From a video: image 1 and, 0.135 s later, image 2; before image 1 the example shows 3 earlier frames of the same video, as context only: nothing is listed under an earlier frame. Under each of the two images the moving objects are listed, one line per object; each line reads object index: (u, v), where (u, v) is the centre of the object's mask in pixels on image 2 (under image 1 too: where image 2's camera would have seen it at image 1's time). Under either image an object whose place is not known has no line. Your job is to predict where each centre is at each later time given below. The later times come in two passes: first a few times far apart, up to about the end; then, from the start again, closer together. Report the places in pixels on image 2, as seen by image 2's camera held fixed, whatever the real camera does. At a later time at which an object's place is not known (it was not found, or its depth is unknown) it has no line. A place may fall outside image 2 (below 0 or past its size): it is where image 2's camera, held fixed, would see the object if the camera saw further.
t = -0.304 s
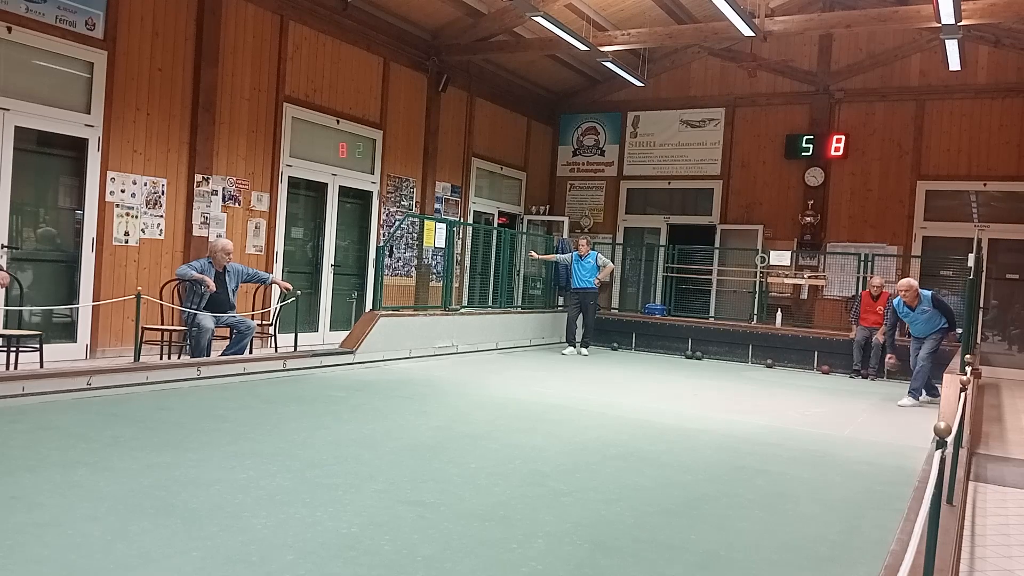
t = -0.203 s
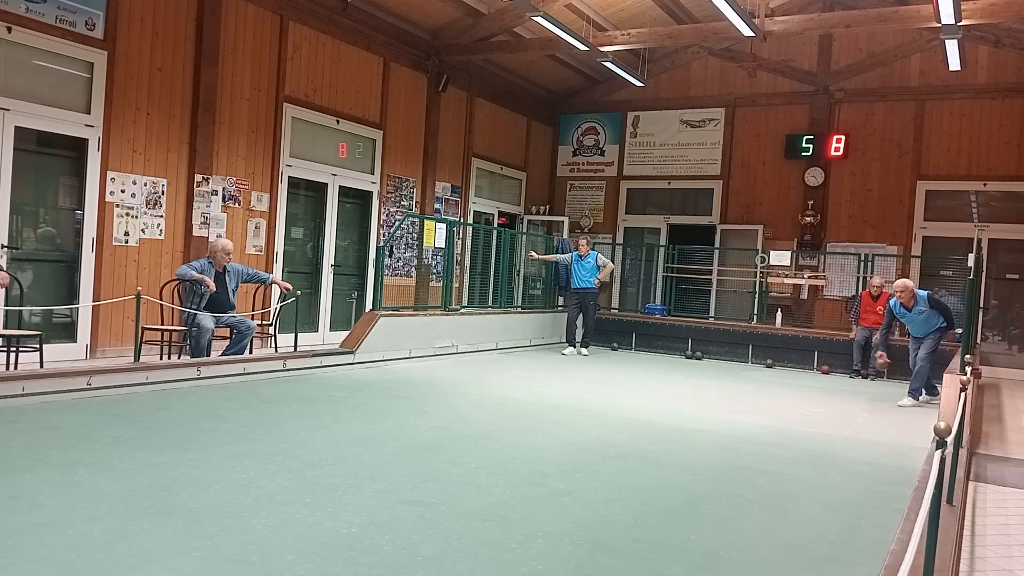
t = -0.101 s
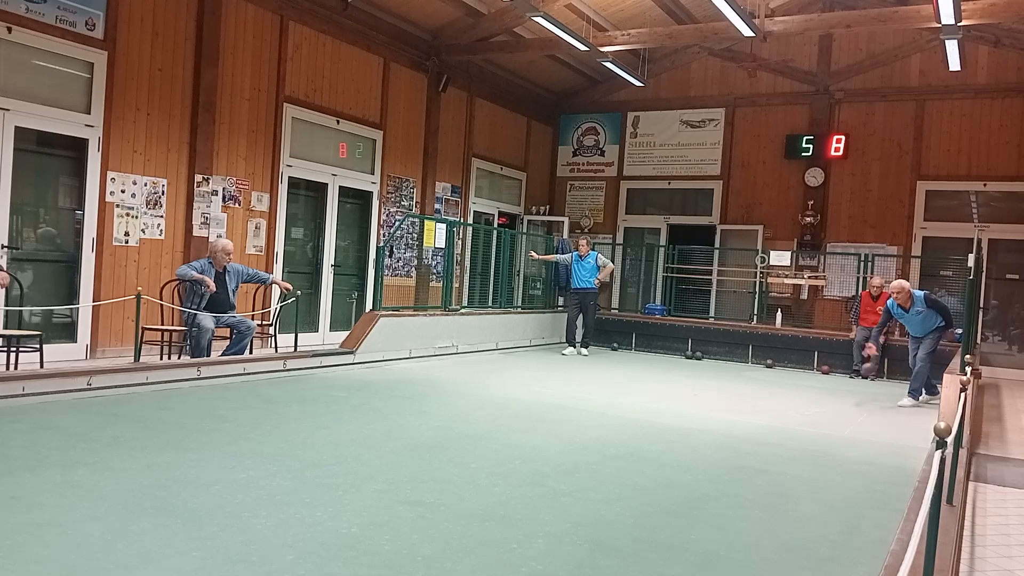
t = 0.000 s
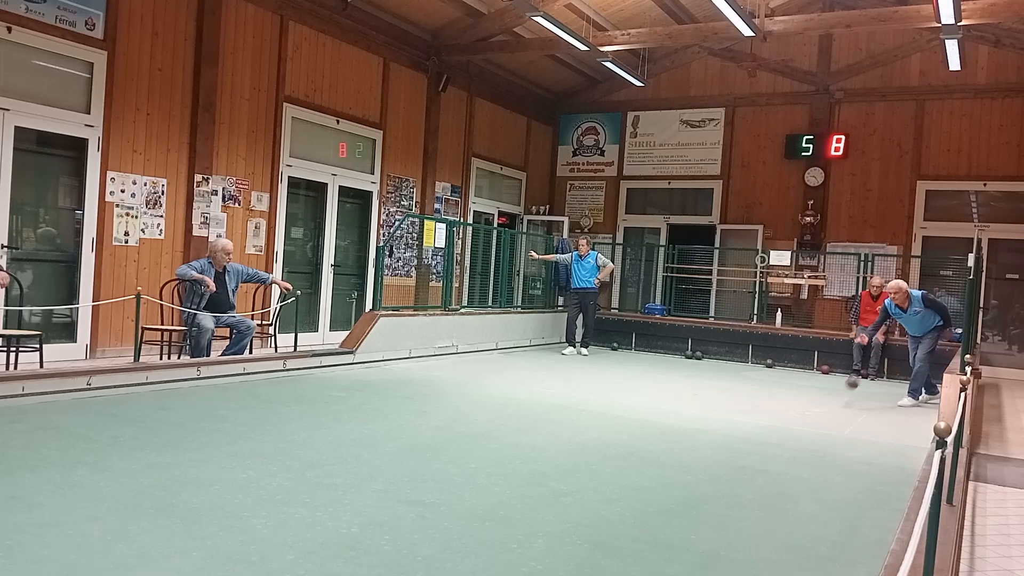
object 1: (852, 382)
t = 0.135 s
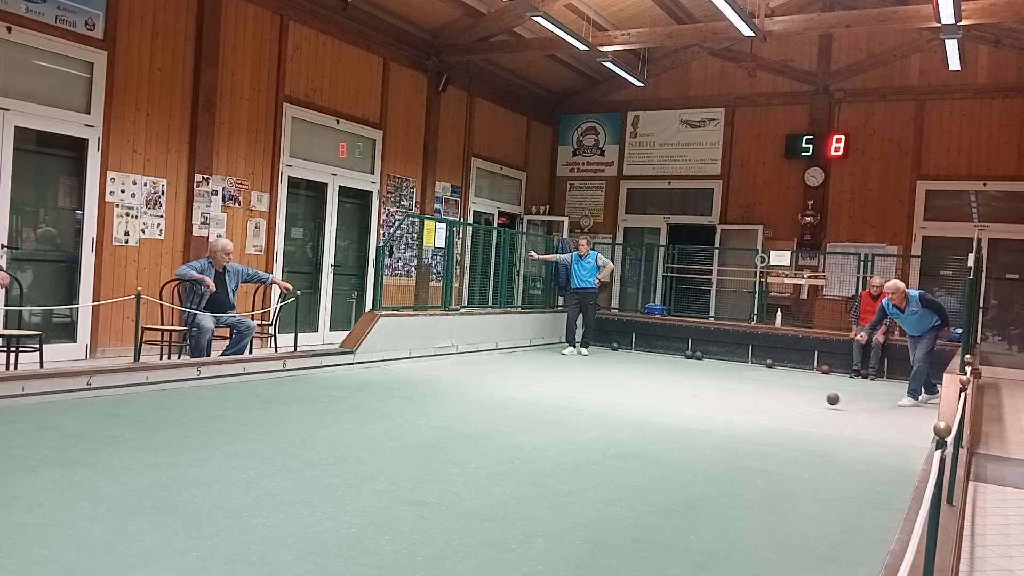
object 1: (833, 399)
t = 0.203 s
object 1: (825, 399)
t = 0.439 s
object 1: (795, 406)
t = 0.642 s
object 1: (767, 408)
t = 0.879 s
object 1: (733, 410)
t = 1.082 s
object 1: (702, 413)
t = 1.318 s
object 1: (663, 416)
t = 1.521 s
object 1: (627, 418)
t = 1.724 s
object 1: (589, 421)
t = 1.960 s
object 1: (542, 425)
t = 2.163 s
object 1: (498, 429)
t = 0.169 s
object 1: (829, 398)
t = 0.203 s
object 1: (825, 399)
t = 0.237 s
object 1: (821, 400)
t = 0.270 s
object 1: (817, 403)
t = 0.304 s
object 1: (813, 403)
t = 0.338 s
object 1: (808, 404)
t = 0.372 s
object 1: (804, 405)
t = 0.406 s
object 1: (799, 405)
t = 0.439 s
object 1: (795, 406)
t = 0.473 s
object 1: (790, 406)
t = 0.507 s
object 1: (786, 406)
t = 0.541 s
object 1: (781, 407)
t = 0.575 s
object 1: (776, 407)
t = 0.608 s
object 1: (772, 407)
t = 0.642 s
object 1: (767, 408)
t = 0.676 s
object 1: (762, 408)
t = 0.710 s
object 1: (757, 409)
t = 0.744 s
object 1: (753, 409)
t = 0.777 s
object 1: (748, 409)
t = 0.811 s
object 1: (743, 410)
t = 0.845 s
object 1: (738, 410)
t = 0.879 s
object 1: (733, 410)
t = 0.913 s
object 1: (728, 411)
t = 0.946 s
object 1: (723, 411)
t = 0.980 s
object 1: (717, 412)
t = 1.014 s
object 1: (713, 412)
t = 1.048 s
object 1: (707, 413)
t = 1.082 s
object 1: (702, 413)
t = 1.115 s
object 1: (696, 414)
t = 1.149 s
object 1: (690, 414)
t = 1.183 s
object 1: (686, 414)
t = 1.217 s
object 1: (679, 415)
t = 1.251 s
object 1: (674, 415)
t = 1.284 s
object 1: (669, 415)
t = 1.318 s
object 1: (663, 416)
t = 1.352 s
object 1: (657, 416)
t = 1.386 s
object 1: (651, 416)
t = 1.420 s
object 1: (645, 417)
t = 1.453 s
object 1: (639, 417)
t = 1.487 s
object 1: (633, 418)
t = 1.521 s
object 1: (627, 418)
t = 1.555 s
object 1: (621, 419)
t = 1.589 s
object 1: (614, 419)
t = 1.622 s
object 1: (608, 420)
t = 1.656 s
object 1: (602, 421)
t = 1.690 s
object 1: (596, 421)
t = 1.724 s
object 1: (589, 421)
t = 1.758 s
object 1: (582, 422)
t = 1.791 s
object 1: (577, 422)
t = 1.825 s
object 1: (569, 423)
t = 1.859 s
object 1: (563, 423)
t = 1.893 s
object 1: (556, 424)
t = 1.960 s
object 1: (542, 425)
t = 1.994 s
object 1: (535, 426)
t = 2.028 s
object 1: (528, 426)
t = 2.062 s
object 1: (521, 427)
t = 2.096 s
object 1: (513, 427)
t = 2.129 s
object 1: (506, 428)
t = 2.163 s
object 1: (498, 429)
